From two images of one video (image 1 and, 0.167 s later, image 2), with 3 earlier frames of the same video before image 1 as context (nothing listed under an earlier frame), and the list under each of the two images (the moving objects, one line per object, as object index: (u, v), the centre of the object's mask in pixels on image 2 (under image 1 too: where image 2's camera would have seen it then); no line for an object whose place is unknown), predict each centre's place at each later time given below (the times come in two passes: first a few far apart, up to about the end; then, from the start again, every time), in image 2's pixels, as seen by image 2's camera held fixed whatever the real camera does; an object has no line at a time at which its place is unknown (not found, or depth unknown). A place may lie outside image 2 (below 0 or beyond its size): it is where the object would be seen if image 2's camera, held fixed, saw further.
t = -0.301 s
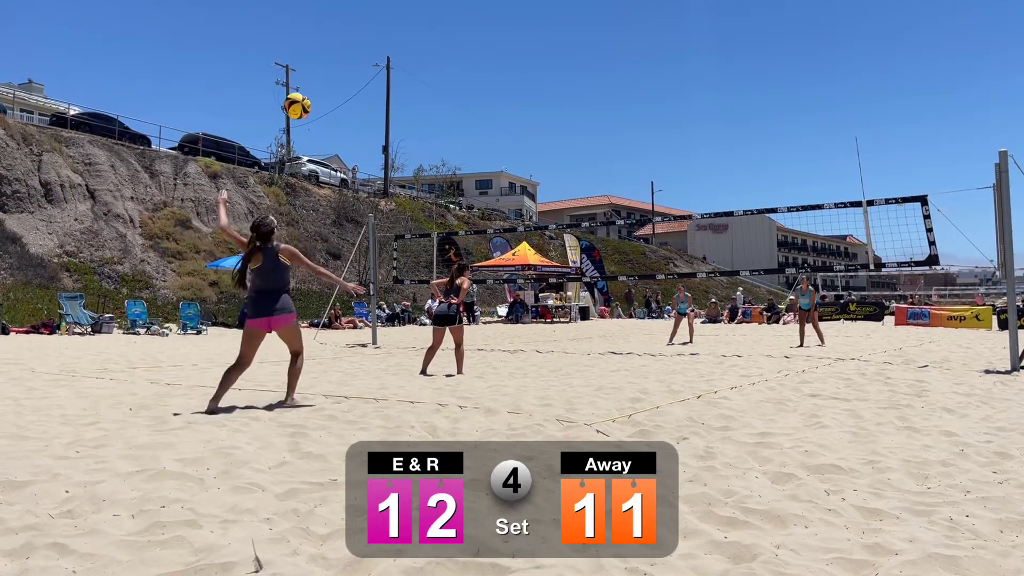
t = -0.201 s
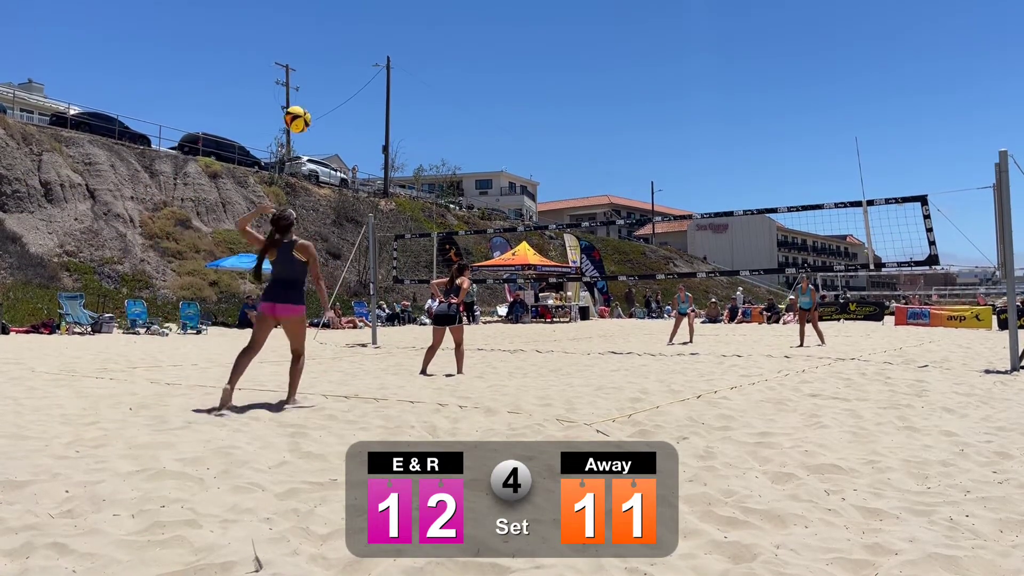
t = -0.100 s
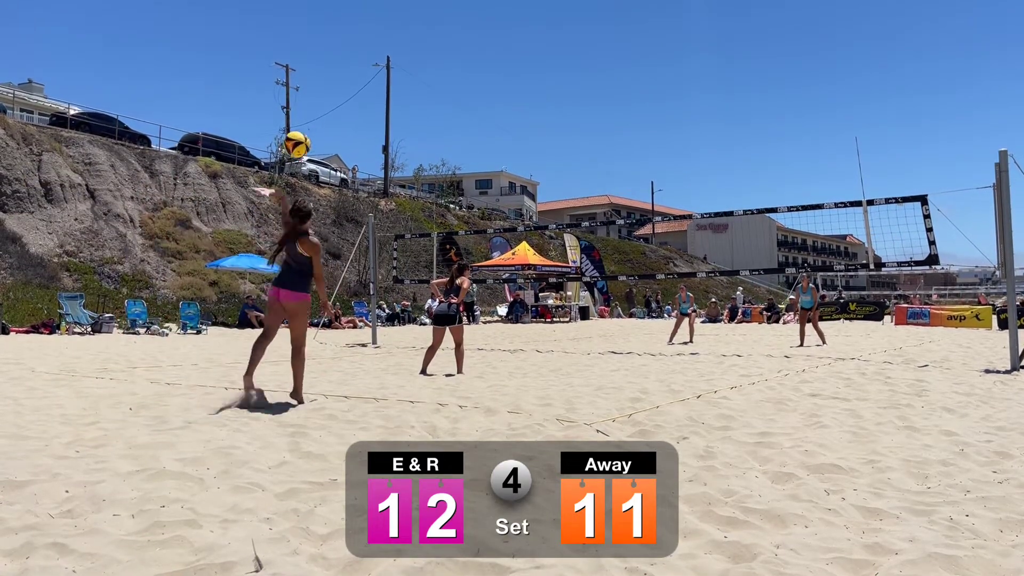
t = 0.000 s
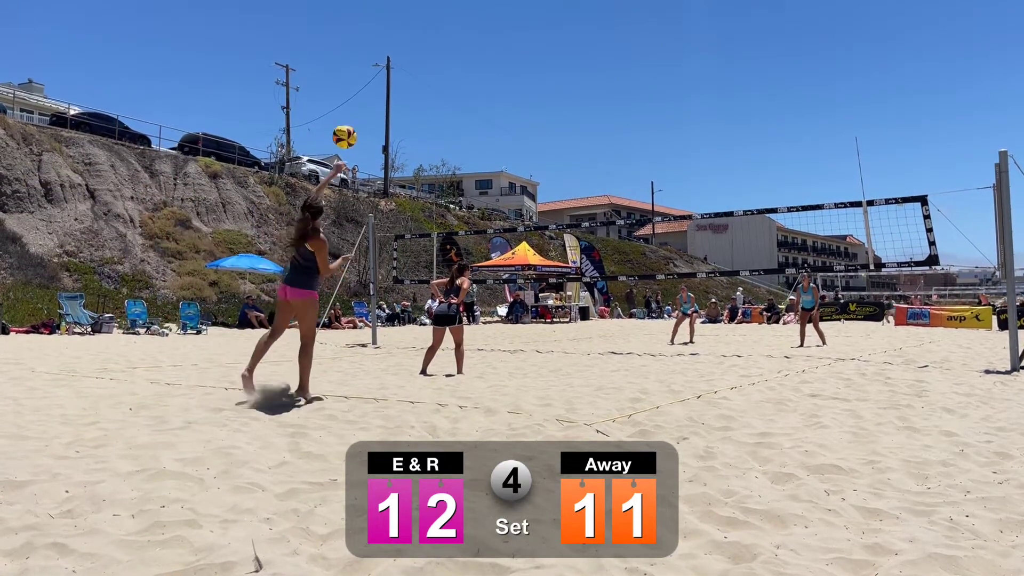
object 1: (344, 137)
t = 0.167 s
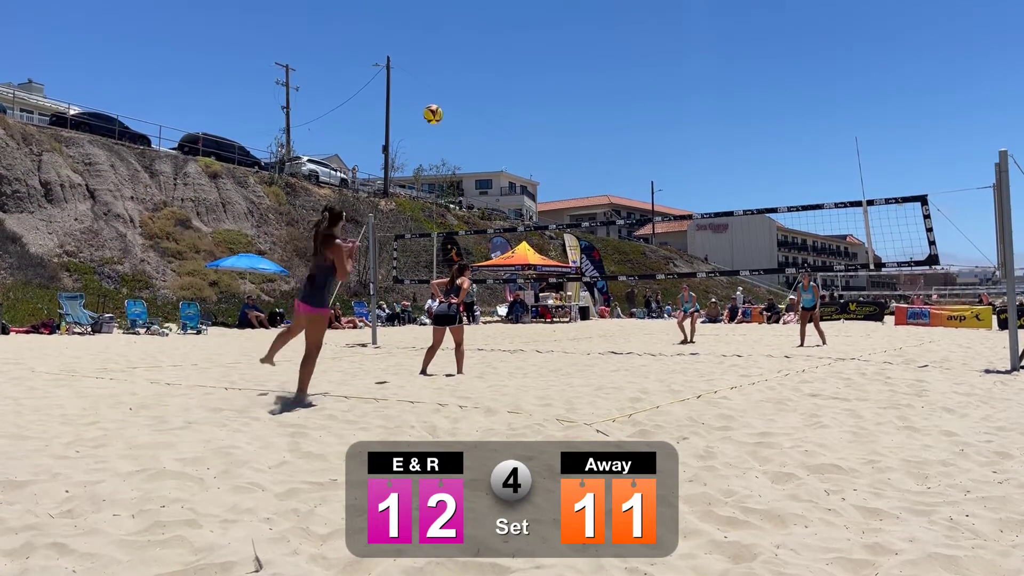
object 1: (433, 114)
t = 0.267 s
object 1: (467, 116)
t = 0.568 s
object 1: (531, 158)
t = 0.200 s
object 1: (446, 114)
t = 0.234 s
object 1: (457, 115)
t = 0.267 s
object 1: (467, 116)
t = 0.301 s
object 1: (477, 118)
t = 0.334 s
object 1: (486, 121)
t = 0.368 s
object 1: (495, 125)
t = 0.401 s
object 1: (502, 129)
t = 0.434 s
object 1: (509, 134)
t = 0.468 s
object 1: (515, 140)
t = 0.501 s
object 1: (521, 145)
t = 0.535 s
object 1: (526, 151)
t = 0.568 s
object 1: (531, 158)
